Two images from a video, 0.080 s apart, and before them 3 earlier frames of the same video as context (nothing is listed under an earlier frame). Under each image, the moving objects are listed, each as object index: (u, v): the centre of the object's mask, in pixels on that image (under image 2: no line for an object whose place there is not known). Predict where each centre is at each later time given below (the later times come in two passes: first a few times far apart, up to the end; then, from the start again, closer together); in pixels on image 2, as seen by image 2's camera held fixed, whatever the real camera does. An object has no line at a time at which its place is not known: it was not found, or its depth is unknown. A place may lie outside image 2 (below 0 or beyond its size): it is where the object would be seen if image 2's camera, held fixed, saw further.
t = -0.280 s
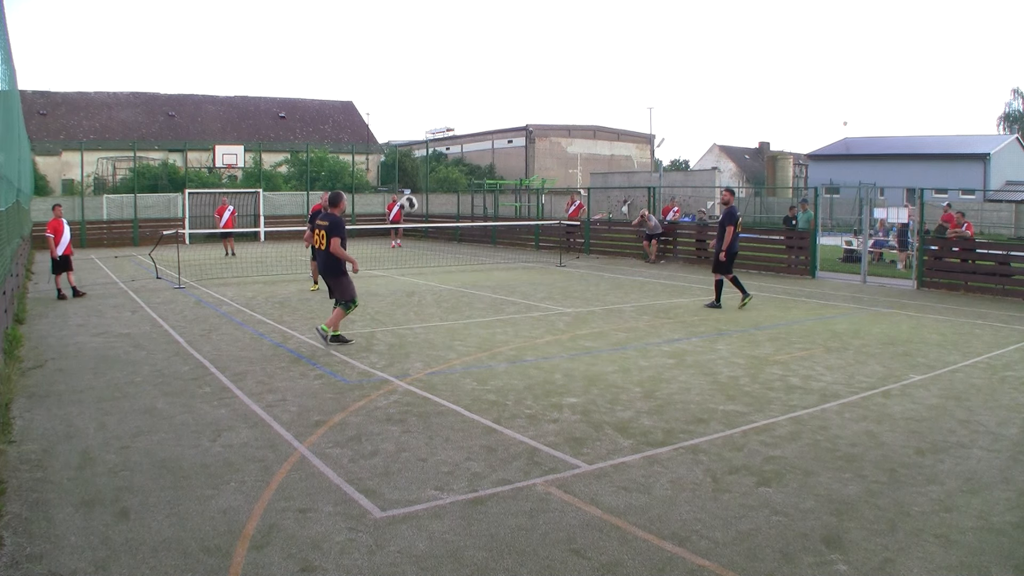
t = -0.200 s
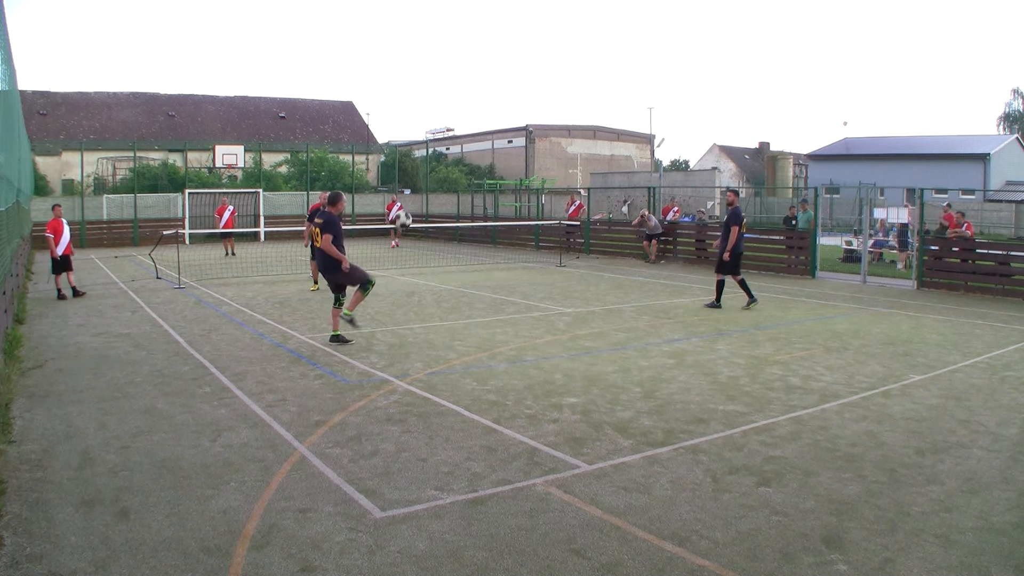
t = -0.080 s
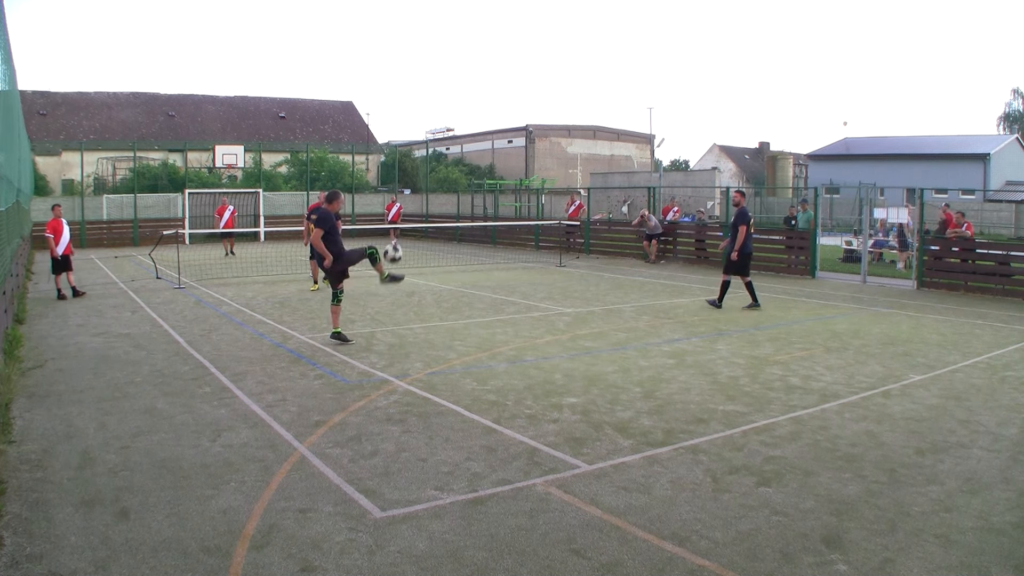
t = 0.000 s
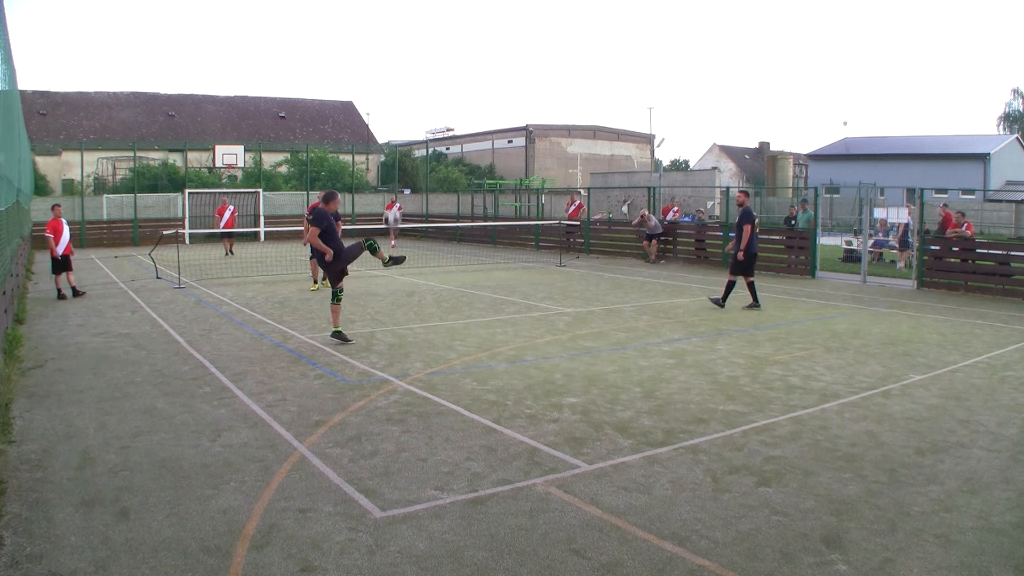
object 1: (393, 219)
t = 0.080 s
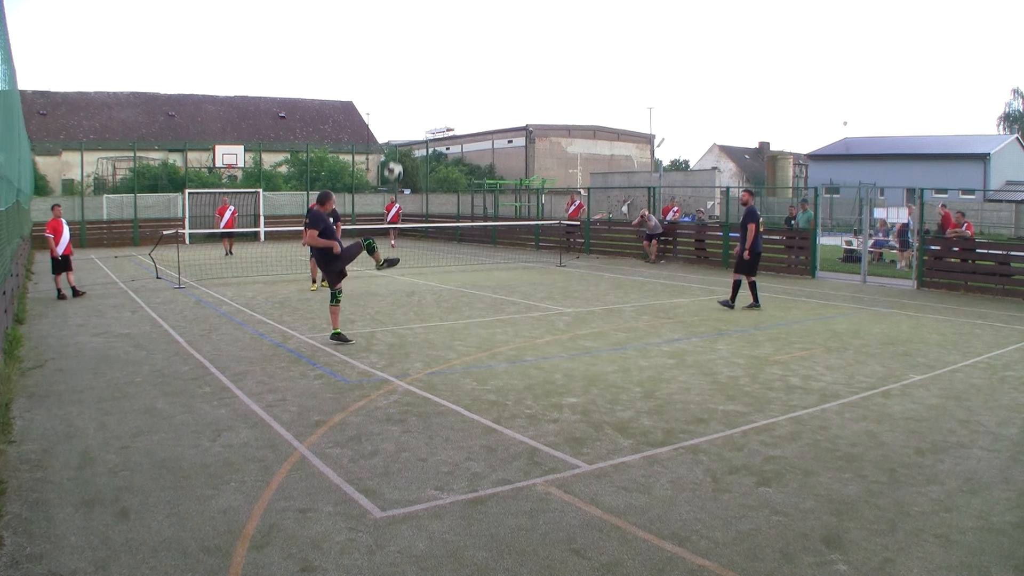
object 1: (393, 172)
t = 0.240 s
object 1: (397, 100)
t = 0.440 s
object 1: (400, 46)
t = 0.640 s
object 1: (402, 27)
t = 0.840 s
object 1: (404, 34)
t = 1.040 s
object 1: (406, 66)
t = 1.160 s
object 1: (407, 95)
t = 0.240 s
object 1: (397, 100)
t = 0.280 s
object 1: (397, 86)
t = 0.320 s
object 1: (398, 74)
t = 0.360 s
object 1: (399, 63)
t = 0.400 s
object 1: (399, 54)
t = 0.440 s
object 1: (400, 46)
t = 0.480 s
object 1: (401, 40)
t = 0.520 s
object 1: (401, 35)
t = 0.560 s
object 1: (401, 31)
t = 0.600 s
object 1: (402, 28)
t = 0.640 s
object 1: (402, 27)
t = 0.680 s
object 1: (403, 26)
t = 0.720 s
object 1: (403, 27)
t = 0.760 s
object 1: (404, 28)
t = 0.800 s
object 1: (404, 31)
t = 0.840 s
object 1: (404, 34)
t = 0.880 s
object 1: (405, 39)
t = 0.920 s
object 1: (405, 44)
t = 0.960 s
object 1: (405, 50)
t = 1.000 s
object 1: (406, 58)
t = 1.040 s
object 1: (406, 66)
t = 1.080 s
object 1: (406, 75)
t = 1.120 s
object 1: (406, 84)
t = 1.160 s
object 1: (407, 95)
